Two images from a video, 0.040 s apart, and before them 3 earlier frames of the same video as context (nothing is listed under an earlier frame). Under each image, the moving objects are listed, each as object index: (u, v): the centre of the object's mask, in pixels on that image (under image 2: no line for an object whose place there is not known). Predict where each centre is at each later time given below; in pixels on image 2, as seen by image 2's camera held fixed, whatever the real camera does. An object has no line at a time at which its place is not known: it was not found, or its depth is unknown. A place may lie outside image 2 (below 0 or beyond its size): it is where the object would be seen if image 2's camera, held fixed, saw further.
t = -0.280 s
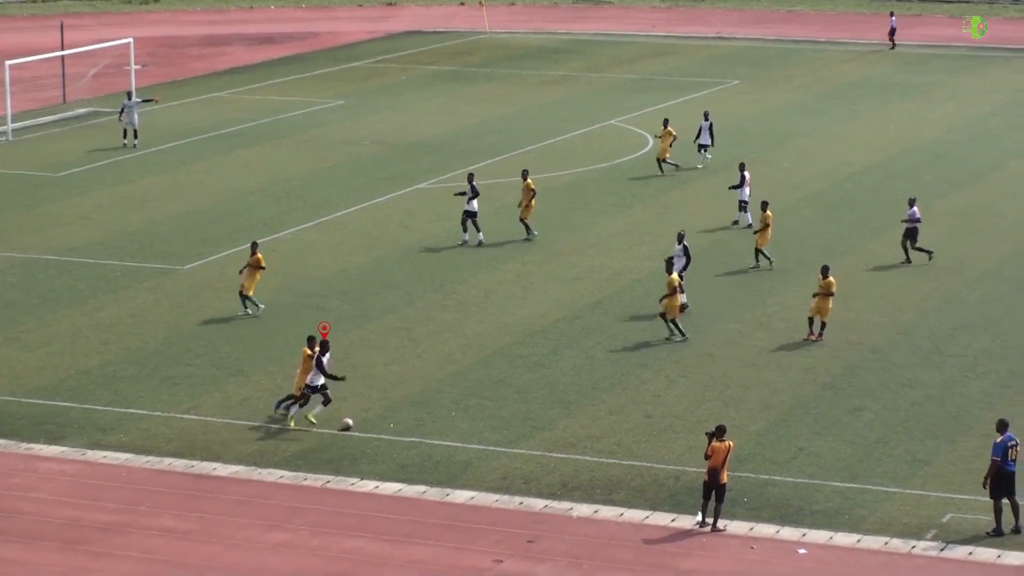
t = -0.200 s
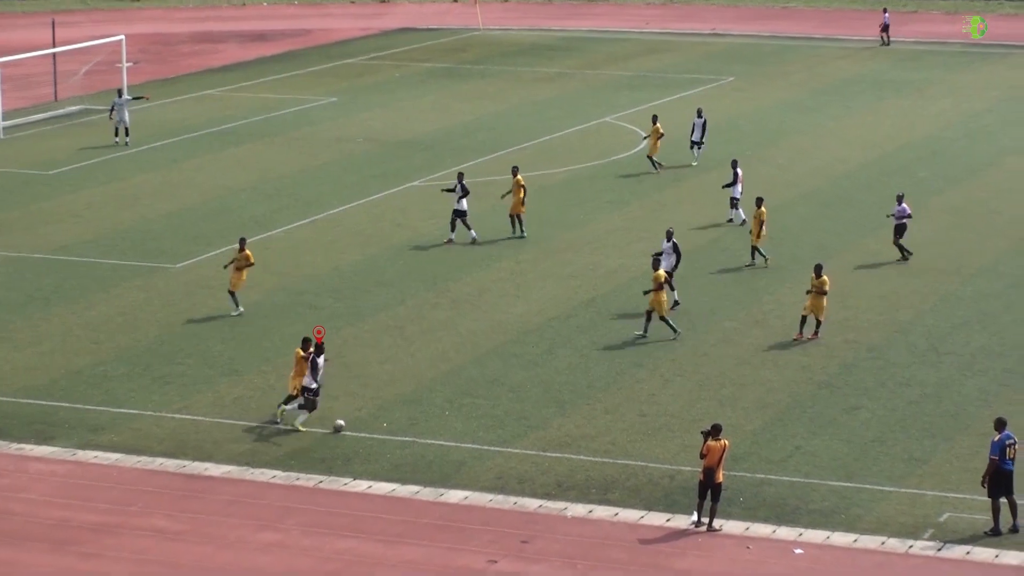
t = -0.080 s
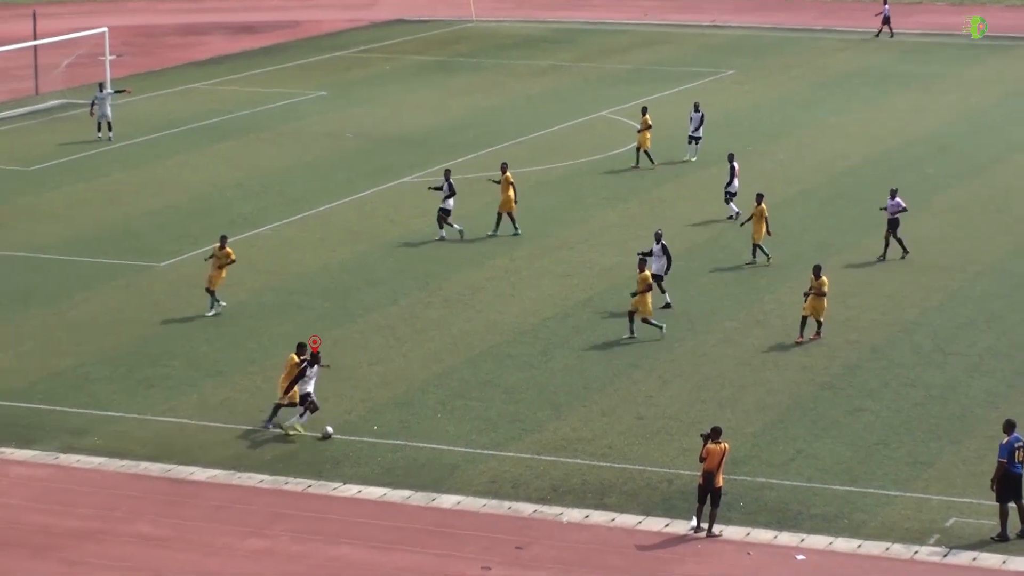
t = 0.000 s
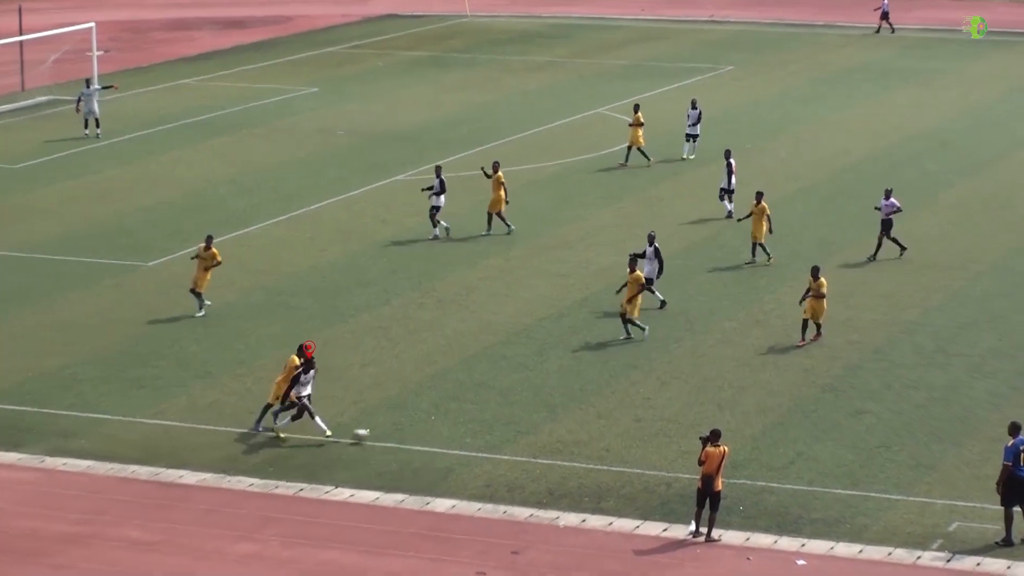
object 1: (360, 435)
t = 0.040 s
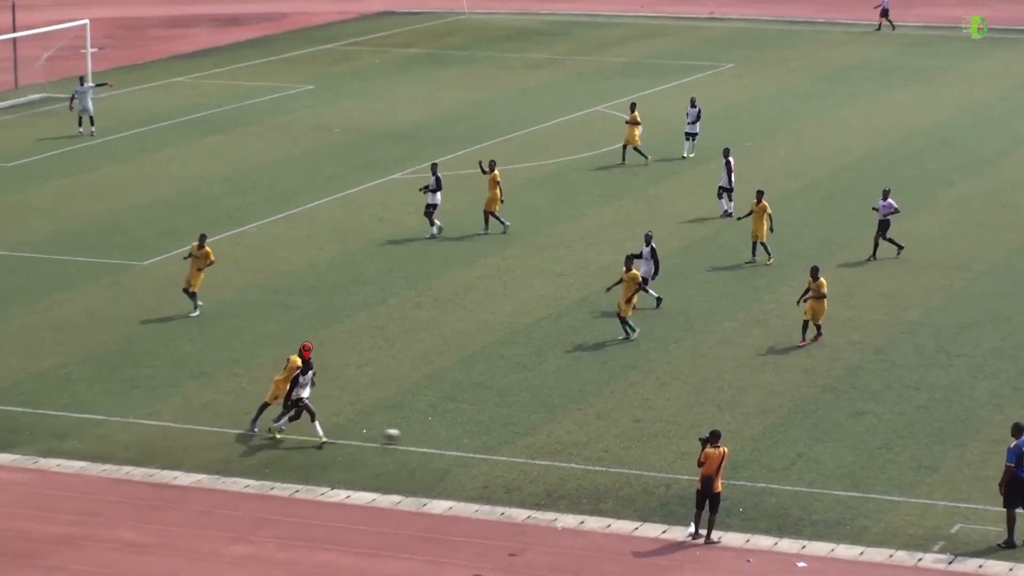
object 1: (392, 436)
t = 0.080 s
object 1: (427, 435)
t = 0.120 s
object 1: (462, 436)
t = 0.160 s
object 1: (496, 439)
